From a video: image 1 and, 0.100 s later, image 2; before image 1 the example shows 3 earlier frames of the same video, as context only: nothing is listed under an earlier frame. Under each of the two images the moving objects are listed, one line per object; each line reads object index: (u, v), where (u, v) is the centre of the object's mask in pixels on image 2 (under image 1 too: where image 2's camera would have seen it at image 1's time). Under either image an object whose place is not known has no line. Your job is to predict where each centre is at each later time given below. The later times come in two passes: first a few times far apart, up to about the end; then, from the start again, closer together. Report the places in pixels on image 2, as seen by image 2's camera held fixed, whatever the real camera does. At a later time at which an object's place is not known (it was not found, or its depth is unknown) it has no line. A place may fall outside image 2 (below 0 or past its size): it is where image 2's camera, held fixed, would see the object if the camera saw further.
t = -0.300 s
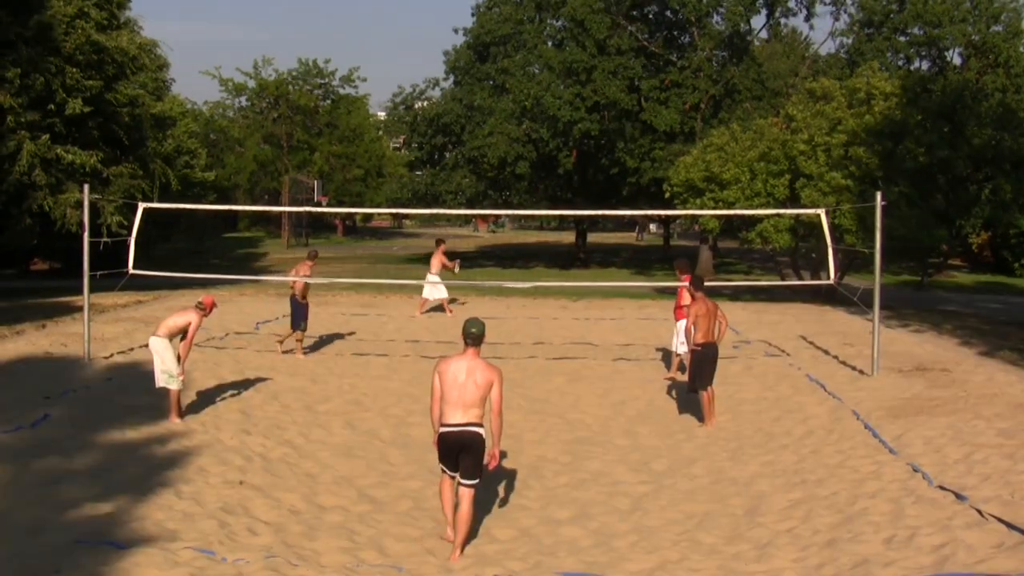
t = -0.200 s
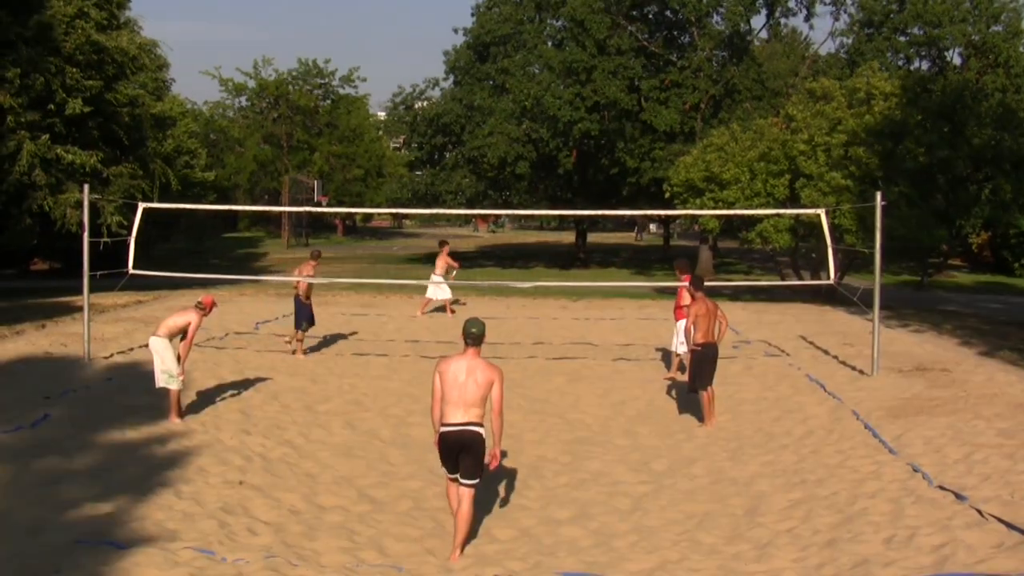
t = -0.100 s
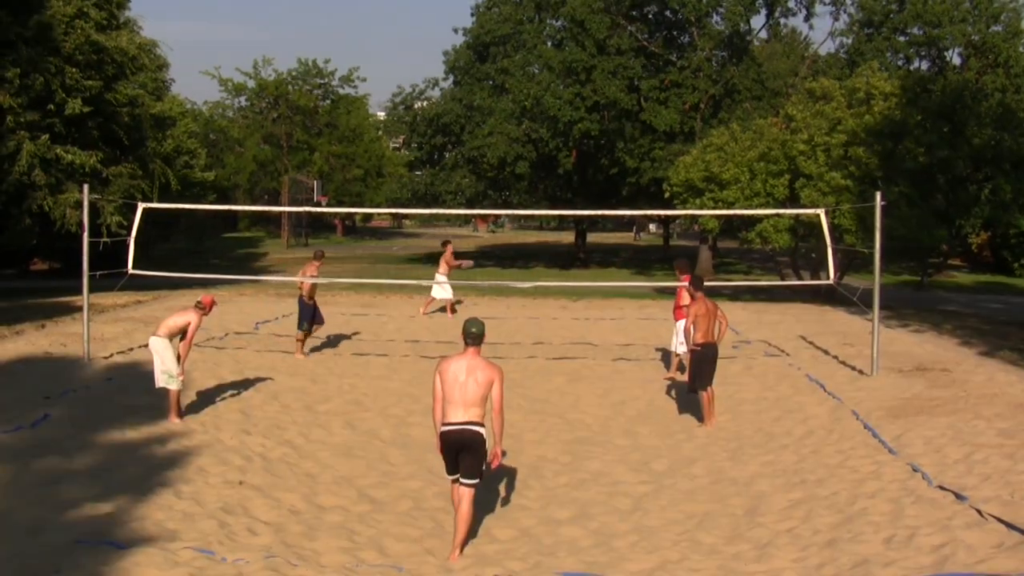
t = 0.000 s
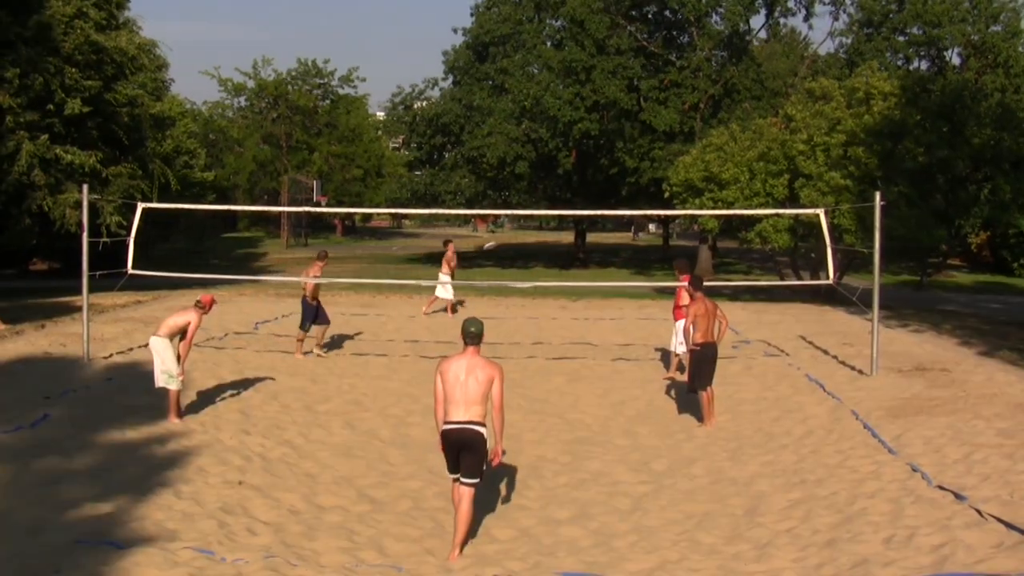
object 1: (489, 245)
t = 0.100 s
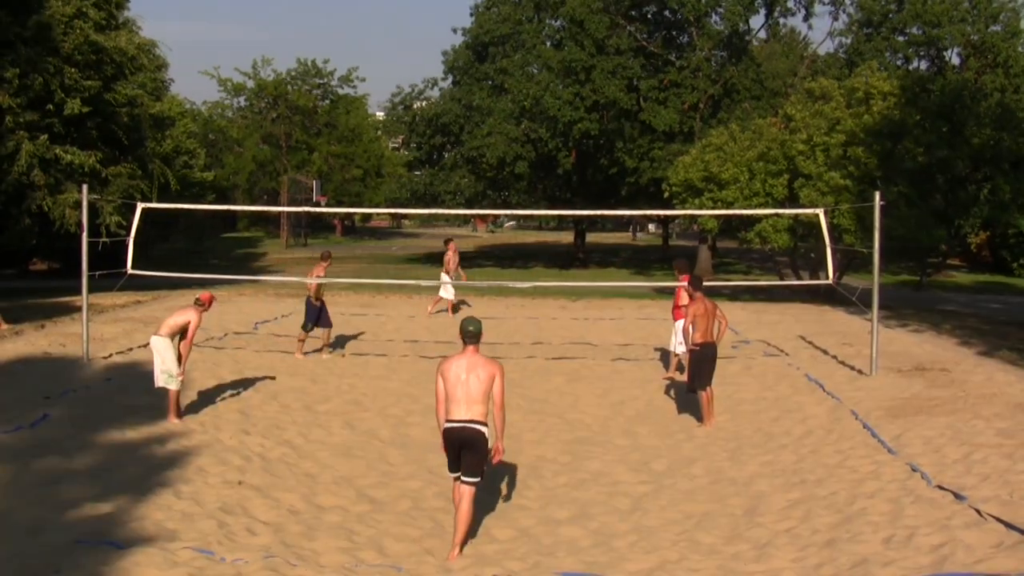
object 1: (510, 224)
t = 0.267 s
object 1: (542, 192)
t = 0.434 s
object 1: (572, 162)
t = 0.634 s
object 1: (603, 123)
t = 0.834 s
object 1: (628, 89)
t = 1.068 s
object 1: (649, 60)
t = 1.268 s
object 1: (658, 45)
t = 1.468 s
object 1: (659, 38)
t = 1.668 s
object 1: (651, 42)
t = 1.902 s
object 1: (629, 60)
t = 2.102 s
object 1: (599, 88)
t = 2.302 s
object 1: (559, 128)
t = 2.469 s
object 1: (518, 169)
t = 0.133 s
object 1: (516, 219)
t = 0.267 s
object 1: (542, 192)
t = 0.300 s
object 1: (549, 186)
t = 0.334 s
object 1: (554, 180)
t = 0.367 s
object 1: (560, 173)
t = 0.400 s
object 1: (566, 168)
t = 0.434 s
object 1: (572, 162)
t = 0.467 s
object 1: (578, 155)
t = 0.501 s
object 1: (584, 148)
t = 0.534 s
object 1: (588, 142)
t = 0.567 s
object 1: (594, 136)
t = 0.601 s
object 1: (599, 130)
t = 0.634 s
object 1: (603, 123)
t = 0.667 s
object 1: (608, 117)
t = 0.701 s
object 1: (612, 111)
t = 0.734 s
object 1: (616, 106)
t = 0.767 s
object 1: (620, 100)
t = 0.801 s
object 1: (624, 95)
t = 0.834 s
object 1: (628, 89)
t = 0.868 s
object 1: (632, 85)
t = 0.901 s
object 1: (635, 81)
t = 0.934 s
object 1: (638, 76)
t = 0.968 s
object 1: (641, 71)
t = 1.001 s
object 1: (644, 68)
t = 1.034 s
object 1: (647, 64)
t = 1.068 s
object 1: (649, 60)
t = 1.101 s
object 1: (651, 58)
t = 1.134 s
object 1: (653, 54)
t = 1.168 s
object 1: (655, 51)
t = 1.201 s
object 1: (656, 49)
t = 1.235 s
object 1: (657, 46)
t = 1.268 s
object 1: (658, 45)
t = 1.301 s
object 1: (659, 43)
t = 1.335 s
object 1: (659, 42)
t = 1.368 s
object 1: (659, 39)
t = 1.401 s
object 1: (659, 39)
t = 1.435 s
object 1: (659, 39)
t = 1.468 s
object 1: (659, 38)
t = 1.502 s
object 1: (658, 38)
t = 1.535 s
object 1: (657, 39)
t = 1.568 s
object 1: (656, 39)
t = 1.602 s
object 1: (655, 39)
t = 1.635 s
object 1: (653, 40)
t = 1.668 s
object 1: (651, 42)
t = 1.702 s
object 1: (649, 44)
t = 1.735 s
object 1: (646, 46)
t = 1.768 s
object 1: (643, 48)
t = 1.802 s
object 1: (640, 50)
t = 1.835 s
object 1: (636, 53)
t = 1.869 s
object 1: (632, 56)
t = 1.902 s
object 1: (629, 60)
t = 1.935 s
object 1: (624, 64)
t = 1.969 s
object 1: (620, 68)
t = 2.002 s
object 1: (615, 72)
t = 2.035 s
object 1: (609, 77)
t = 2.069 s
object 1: (604, 82)
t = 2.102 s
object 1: (599, 88)
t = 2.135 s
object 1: (593, 93)
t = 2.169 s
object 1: (587, 99)
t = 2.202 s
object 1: (580, 106)
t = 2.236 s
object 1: (573, 113)
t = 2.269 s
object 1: (566, 120)
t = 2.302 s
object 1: (559, 128)
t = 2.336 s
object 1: (552, 135)
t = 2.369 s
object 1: (543, 144)
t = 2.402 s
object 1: (535, 152)
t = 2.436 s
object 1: (527, 160)
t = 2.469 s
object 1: (518, 169)
